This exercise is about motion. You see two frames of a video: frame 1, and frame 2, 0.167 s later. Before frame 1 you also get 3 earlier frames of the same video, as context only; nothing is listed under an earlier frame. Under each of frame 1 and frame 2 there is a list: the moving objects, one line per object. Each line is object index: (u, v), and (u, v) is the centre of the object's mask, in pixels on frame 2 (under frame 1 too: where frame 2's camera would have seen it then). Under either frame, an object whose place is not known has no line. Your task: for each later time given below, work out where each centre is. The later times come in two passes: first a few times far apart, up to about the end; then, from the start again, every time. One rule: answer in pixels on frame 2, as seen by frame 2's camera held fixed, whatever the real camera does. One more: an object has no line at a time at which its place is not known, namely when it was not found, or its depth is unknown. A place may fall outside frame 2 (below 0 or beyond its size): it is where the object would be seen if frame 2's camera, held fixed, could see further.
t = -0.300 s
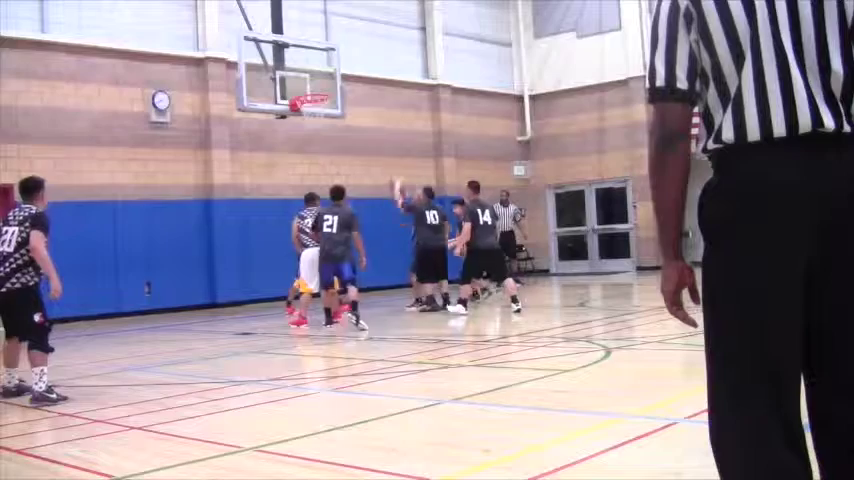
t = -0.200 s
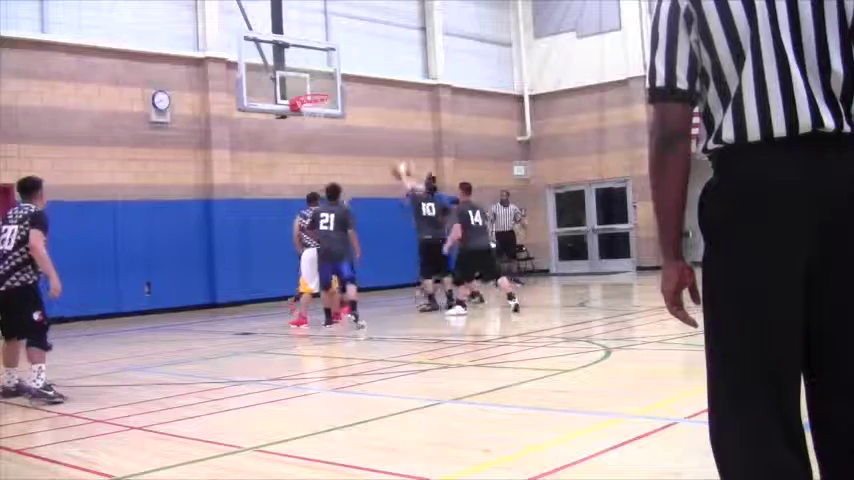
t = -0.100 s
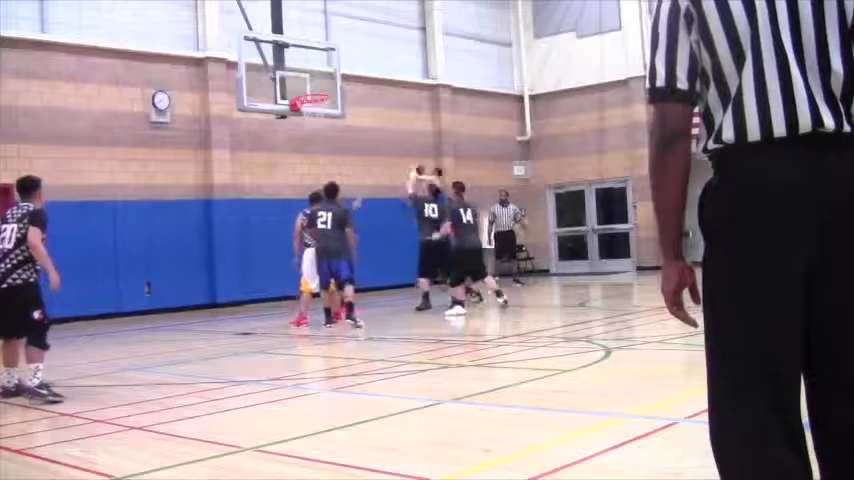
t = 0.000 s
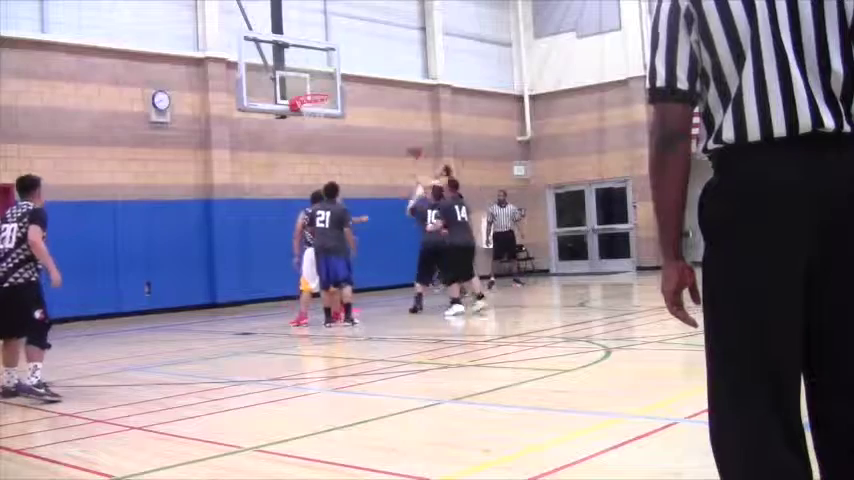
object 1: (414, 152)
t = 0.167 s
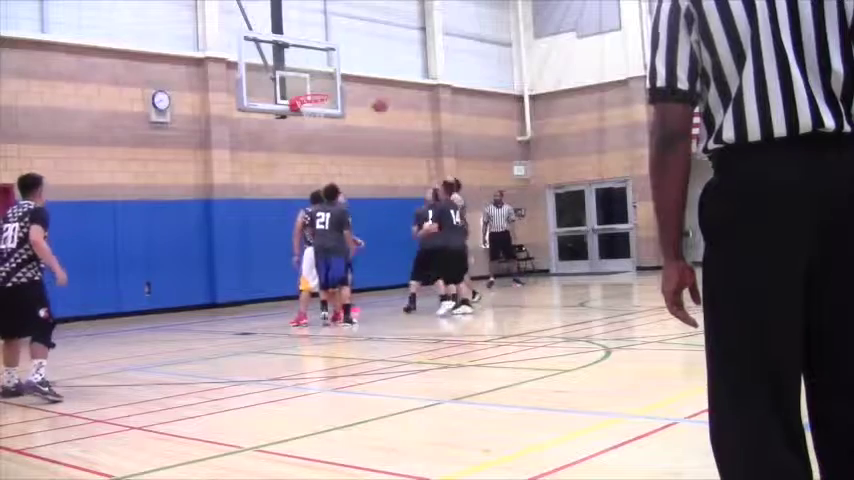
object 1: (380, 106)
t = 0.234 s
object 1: (365, 94)
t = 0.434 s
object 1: (320, 70)
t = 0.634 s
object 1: (302, 72)
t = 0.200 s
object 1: (372, 99)
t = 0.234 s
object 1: (365, 94)
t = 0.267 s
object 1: (359, 86)
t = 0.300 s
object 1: (350, 82)
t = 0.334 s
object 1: (343, 76)
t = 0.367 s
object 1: (336, 72)
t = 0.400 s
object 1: (328, 72)
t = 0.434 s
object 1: (320, 70)
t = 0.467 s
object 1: (313, 69)
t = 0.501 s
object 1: (309, 68)
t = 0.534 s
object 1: (307, 68)
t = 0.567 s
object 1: (305, 68)
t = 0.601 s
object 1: (304, 70)
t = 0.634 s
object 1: (302, 72)
